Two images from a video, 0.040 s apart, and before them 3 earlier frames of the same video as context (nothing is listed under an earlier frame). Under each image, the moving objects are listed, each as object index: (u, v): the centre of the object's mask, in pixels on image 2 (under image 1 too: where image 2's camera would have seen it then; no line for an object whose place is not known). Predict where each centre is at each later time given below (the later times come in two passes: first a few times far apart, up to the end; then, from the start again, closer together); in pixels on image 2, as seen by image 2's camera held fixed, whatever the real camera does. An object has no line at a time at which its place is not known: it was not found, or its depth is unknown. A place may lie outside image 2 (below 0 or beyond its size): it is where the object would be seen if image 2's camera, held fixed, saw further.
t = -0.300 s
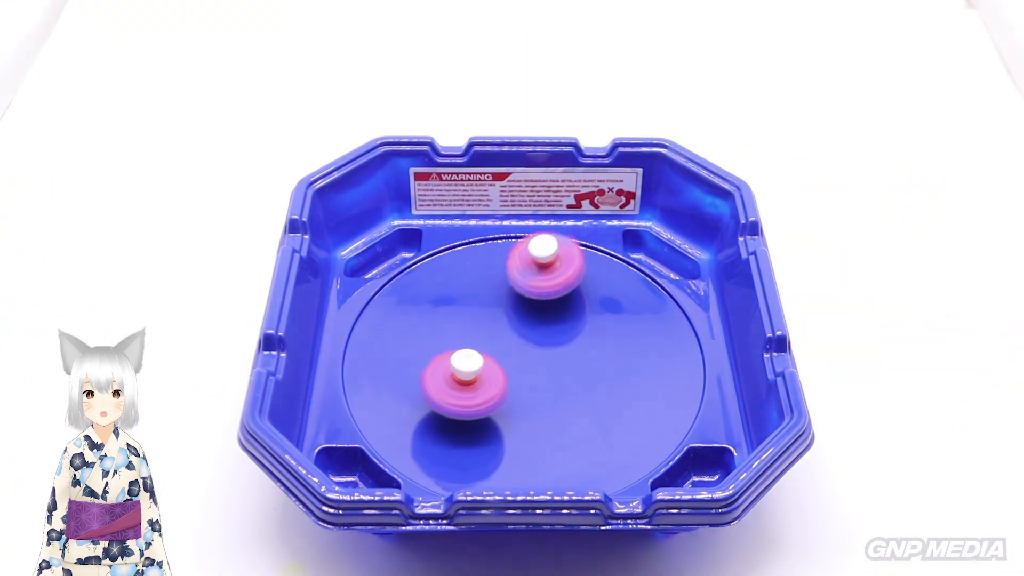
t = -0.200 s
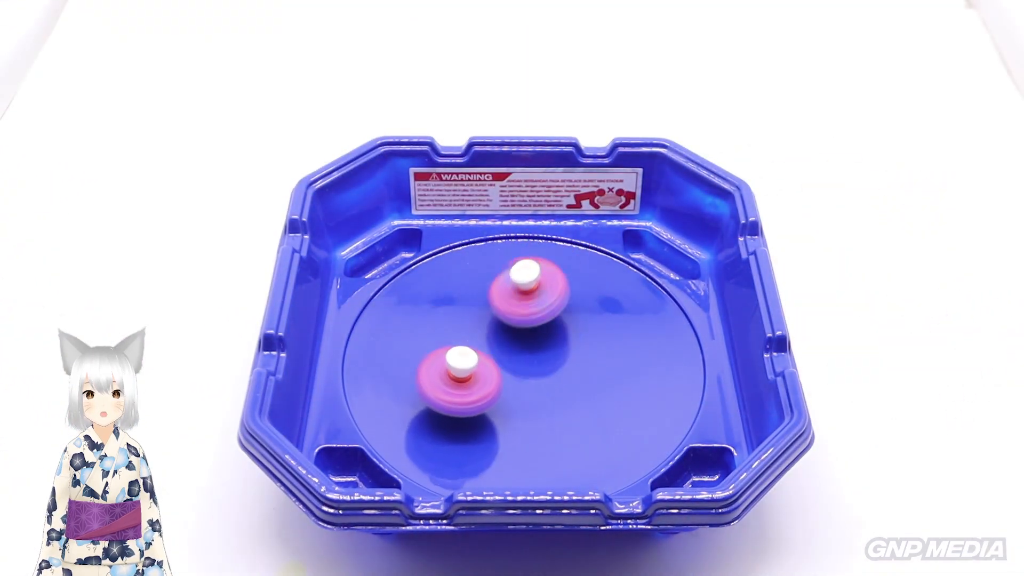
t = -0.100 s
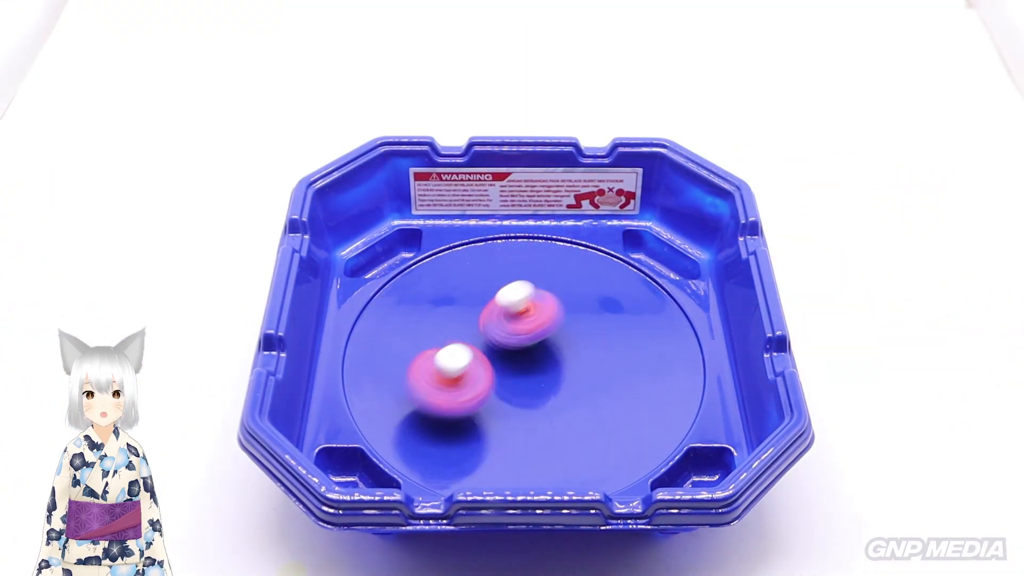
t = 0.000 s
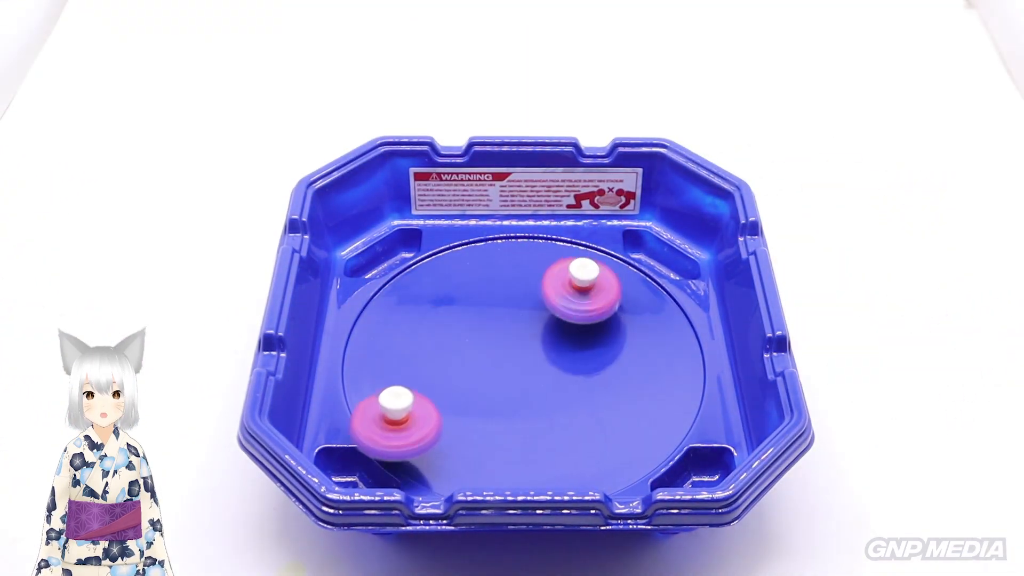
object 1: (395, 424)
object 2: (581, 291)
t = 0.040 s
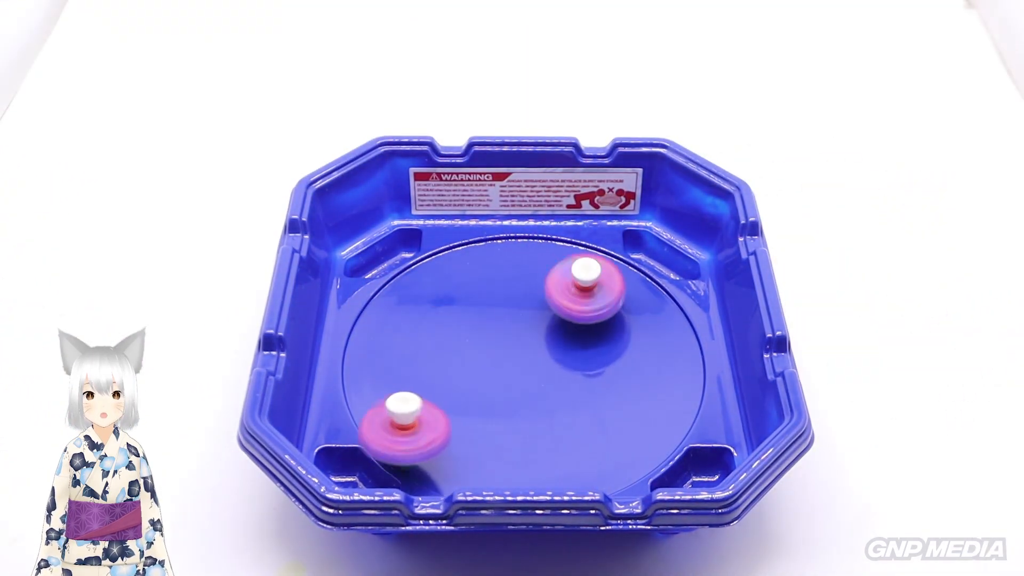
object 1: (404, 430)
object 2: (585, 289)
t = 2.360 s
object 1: (560, 306)
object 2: (494, 412)
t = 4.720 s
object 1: (533, 328)
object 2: (618, 367)
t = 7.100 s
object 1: (518, 339)
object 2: (597, 370)
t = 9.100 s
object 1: (511, 334)
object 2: (601, 356)
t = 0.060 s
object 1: (414, 431)
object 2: (584, 288)
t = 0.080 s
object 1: (423, 430)
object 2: (583, 286)
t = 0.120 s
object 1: (439, 429)
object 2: (579, 285)
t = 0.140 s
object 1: (446, 427)
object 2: (577, 285)
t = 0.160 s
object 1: (452, 426)
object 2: (574, 285)
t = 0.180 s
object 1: (458, 423)
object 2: (570, 287)
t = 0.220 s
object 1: (469, 416)
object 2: (563, 291)
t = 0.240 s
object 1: (475, 411)
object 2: (558, 294)
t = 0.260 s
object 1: (481, 405)
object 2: (555, 297)
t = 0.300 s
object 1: (493, 393)
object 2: (544, 304)
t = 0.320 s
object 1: (499, 386)
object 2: (540, 308)
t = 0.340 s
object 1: (504, 379)
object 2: (534, 311)
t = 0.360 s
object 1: (502, 382)
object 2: (533, 308)
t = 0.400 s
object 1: (467, 420)
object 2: (559, 260)
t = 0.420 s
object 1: (454, 435)
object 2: (569, 240)
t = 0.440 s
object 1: (443, 447)
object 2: (575, 224)
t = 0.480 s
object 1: (436, 456)
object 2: (580, 221)
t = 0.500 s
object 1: (444, 452)
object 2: (581, 232)
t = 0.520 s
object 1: (453, 453)
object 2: (582, 239)
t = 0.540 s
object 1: (463, 447)
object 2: (581, 246)
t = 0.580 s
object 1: (482, 440)
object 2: (578, 262)
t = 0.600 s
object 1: (490, 437)
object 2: (576, 268)
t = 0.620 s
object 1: (496, 433)
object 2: (574, 274)
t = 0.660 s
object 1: (504, 427)
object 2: (571, 285)
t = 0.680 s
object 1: (507, 423)
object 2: (569, 291)
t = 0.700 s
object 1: (510, 418)
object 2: (568, 296)
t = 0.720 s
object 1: (512, 413)
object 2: (564, 303)
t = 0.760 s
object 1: (517, 402)
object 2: (557, 315)
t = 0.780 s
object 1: (519, 396)
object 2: (553, 321)
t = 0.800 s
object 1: (521, 390)
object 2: (546, 326)
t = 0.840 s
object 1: (512, 398)
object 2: (545, 316)
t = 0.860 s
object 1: (506, 400)
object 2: (544, 313)
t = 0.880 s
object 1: (503, 400)
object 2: (541, 313)
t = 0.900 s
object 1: (502, 398)
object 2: (536, 313)
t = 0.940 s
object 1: (506, 393)
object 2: (522, 312)
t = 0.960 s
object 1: (508, 390)
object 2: (516, 310)
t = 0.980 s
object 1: (511, 387)
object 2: (511, 310)
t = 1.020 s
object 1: (516, 380)
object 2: (499, 309)
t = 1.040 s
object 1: (517, 375)
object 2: (494, 307)
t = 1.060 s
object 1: (521, 372)
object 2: (489, 307)
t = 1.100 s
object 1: (525, 363)
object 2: (479, 305)
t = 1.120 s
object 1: (528, 358)
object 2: (475, 305)
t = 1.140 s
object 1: (530, 354)
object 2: (471, 304)
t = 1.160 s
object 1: (532, 350)
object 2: (468, 304)
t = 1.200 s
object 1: (538, 342)
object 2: (462, 303)
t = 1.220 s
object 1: (540, 338)
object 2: (458, 304)
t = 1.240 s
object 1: (543, 334)
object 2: (456, 304)
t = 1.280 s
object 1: (548, 327)
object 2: (453, 305)
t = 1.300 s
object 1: (549, 324)
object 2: (452, 307)
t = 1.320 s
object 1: (551, 320)
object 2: (452, 309)
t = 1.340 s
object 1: (551, 318)
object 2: (452, 310)
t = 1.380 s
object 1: (554, 312)
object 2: (454, 316)
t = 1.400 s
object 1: (555, 311)
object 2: (456, 319)
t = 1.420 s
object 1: (554, 309)
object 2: (457, 322)
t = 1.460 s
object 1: (554, 306)
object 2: (462, 329)
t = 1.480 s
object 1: (554, 305)
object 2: (465, 334)
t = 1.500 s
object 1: (553, 305)
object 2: (467, 337)
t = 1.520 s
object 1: (553, 305)
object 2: (471, 342)
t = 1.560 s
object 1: (549, 306)
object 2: (477, 351)
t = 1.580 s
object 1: (547, 308)
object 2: (479, 355)
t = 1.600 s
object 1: (546, 310)
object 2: (482, 360)
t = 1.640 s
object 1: (542, 313)
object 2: (488, 369)
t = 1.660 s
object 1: (539, 316)
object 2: (490, 374)
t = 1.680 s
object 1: (538, 318)
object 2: (493, 378)
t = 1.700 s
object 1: (535, 321)
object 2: (495, 382)
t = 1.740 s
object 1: (530, 328)
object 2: (499, 390)
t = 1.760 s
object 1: (529, 330)
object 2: (500, 396)
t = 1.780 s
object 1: (531, 328)
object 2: (493, 406)
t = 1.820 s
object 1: (535, 326)
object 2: (485, 418)
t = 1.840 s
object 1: (535, 324)
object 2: (484, 421)
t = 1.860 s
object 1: (536, 323)
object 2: (480, 425)
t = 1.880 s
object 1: (536, 323)
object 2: (477, 429)
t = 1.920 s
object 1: (537, 322)
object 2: (469, 434)
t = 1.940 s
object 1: (536, 322)
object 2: (466, 435)
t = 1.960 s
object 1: (537, 323)
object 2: (464, 435)
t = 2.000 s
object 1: (535, 324)
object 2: (460, 434)
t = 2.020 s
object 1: (535, 326)
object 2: (458, 432)
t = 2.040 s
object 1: (534, 327)
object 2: (459, 429)
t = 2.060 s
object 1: (534, 328)
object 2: (460, 428)
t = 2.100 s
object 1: (532, 331)
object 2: (461, 421)
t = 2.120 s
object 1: (532, 333)
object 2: (464, 417)
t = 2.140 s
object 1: (530, 335)
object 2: (469, 413)
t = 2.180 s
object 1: (528, 339)
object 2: (480, 405)
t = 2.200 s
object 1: (528, 340)
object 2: (486, 401)
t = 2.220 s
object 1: (535, 335)
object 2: (484, 405)
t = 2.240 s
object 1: (542, 327)
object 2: (481, 408)
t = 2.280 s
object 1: (554, 318)
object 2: (477, 412)
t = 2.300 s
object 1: (556, 315)
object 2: (477, 411)
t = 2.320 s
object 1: (557, 312)
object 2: (482, 411)
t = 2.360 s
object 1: (560, 306)
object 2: (494, 412)
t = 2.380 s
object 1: (561, 304)
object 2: (499, 414)
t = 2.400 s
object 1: (563, 303)
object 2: (503, 417)
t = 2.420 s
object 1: (563, 301)
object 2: (507, 417)
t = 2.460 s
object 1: (564, 299)
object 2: (517, 416)
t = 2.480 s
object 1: (563, 299)
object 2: (523, 417)
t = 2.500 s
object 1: (562, 299)
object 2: (528, 419)
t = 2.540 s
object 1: (560, 302)
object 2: (538, 417)
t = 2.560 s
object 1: (557, 303)
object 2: (541, 416)
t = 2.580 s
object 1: (556, 305)
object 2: (546, 415)
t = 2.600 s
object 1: (554, 307)
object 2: (552, 415)
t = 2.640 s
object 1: (549, 313)
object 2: (561, 411)
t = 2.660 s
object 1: (546, 315)
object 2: (562, 410)
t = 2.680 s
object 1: (542, 319)
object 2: (567, 407)
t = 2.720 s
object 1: (536, 325)
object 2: (575, 402)
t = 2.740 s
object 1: (531, 329)
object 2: (578, 400)
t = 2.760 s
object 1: (528, 333)
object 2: (581, 398)
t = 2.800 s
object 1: (519, 340)
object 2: (588, 392)
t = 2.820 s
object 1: (515, 343)
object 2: (590, 388)
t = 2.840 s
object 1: (511, 346)
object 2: (593, 385)
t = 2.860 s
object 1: (506, 350)
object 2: (596, 383)
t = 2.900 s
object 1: (498, 356)
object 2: (601, 375)
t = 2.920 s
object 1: (493, 359)
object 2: (601, 372)
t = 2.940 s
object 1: (489, 361)
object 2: (604, 368)
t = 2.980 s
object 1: (481, 366)
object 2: (608, 361)
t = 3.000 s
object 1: (477, 368)
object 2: (609, 358)
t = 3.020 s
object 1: (474, 370)
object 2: (608, 355)
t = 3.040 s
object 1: (471, 372)
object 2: (610, 351)
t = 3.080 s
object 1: (465, 375)
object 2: (610, 344)
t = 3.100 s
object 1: (464, 376)
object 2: (610, 341)
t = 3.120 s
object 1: (462, 376)
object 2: (610, 339)
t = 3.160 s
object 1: (460, 377)
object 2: (609, 332)
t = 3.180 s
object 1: (461, 377)
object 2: (606, 329)
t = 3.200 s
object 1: (460, 378)
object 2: (605, 326)
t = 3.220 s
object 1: (462, 377)
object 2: (605, 324)
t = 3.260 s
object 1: (466, 376)
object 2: (599, 318)
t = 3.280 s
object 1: (468, 375)
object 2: (596, 316)
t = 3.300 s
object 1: (472, 373)
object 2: (595, 313)
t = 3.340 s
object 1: (478, 371)
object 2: (587, 309)
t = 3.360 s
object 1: (482, 369)
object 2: (584, 307)
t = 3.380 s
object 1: (488, 368)
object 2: (581, 305)
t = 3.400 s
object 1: (492, 367)
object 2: (578, 303)
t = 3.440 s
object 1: (503, 362)
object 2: (569, 299)
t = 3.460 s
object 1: (509, 361)
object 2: (566, 297)
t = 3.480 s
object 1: (513, 360)
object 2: (563, 296)
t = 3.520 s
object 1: (525, 355)
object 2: (554, 292)
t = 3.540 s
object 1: (526, 361)
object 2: (552, 287)
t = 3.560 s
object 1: (520, 375)
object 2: (559, 269)
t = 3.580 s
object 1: (515, 388)
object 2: (565, 256)
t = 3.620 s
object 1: (509, 405)
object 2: (572, 239)
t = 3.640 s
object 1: (510, 410)
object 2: (575, 235)
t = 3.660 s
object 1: (511, 414)
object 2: (576, 236)
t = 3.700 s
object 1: (512, 423)
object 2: (577, 242)
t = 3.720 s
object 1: (512, 428)
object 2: (576, 247)
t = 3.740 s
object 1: (511, 431)
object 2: (575, 251)
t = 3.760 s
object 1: (511, 434)
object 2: (573, 257)
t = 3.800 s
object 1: (511, 438)
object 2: (570, 271)
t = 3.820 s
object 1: (511, 440)
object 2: (568, 277)
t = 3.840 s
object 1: (510, 439)
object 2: (566, 285)
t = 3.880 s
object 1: (508, 438)
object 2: (560, 302)
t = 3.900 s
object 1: (507, 436)
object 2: (558, 313)
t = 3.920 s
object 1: (508, 433)
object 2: (556, 323)
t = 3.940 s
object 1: (508, 430)
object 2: (553, 336)
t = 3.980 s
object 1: (511, 422)
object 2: (552, 358)
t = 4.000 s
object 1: (513, 419)
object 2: (553, 366)
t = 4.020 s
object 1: (509, 416)
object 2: (560, 372)
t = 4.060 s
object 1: (484, 419)
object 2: (589, 374)
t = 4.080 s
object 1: (476, 417)
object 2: (605, 373)
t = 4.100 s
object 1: (472, 414)
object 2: (619, 372)
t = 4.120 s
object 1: (469, 411)
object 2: (631, 369)
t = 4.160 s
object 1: (468, 404)
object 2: (646, 361)
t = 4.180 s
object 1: (468, 399)
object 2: (651, 355)
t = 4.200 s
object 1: (468, 396)
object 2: (653, 348)
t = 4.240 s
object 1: (473, 386)
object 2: (651, 335)
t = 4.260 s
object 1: (476, 381)
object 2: (647, 330)
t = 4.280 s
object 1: (481, 376)
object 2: (641, 328)
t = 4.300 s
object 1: (486, 371)
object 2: (634, 325)
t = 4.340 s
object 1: (498, 361)
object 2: (617, 324)
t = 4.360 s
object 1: (506, 357)
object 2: (608, 326)
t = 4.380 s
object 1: (513, 353)
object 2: (599, 329)
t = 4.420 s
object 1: (522, 345)
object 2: (591, 340)
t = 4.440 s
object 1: (518, 341)
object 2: (598, 347)
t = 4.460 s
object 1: (516, 337)
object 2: (603, 353)
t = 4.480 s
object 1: (515, 334)
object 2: (608, 357)
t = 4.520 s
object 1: (519, 329)
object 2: (617, 359)
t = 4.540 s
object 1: (522, 329)
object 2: (620, 358)
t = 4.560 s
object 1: (526, 329)
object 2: (621, 357)
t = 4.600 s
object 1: (532, 331)
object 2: (619, 358)
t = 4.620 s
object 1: (535, 332)
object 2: (617, 359)
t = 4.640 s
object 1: (536, 331)
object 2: (618, 361)
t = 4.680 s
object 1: (535, 327)
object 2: (620, 366)
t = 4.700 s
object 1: (535, 329)
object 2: (619, 366)
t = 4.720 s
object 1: (533, 328)
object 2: (618, 367)
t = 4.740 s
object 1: (531, 328)
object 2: (618, 367)
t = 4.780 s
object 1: (529, 328)
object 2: (617, 367)
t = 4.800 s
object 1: (528, 330)
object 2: (617, 367)
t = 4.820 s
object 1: (526, 329)
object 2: (616, 367)
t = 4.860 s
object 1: (525, 330)
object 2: (615, 368)
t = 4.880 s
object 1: (523, 331)
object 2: (613, 368)
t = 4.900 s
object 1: (521, 331)
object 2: (611, 369)
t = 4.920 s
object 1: (519, 332)
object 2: (608, 370)
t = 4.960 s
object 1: (515, 334)
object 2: (599, 371)
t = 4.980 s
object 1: (513, 336)
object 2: (593, 371)
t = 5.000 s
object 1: (512, 336)
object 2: (587, 370)
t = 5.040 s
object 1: (500, 332)
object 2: (587, 370)
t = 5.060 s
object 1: (497, 332)
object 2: (587, 370)
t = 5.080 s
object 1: (493, 332)
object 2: (587, 370)
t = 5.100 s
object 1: (489, 332)
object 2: (588, 370)
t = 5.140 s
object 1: (482, 329)
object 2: (589, 372)
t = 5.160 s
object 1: (480, 328)
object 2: (589, 372)
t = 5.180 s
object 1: (477, 327)
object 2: (588, 371)
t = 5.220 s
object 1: (473, 325)
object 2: (588, 371)
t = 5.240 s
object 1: (473, 324)
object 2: (588, 371)
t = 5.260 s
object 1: (473, 323)
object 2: (588, 371)
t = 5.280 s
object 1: (473, 322)
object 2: (589, 372)
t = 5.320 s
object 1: (474, 321)
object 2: (588, 371)
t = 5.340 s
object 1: (475, 321)
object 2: (588, 371)
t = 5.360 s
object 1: (477, 322)
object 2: (588, 372)
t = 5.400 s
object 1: (482, 324)
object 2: (588, 371)
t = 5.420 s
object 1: (484, 325)
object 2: (588, 371)
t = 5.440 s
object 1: (486, 327)
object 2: (588, 372)
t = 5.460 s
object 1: (488, 330)
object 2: (588, 372)
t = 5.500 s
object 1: (494, 336)
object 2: (588, 372)
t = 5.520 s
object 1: (496, 338)
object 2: (588, 372)
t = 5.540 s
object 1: (498, 341)
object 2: (588, 372)
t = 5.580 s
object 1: (500, 347)
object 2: (588, 372)
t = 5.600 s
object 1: (502, 351)
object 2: (588, 372)
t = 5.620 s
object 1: (503, 355)
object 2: (588, 372)
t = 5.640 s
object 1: (504, 358)
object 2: (588, 372)
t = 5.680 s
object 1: (504, 364)
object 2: (588, 372)
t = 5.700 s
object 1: (503, 368)
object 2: (588, 372)
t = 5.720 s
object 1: (502, 370)
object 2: (589, 372)
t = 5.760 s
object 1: (502, 375)
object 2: (588, 372)
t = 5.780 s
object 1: (500, 378)
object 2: (588, 372)
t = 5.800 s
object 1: (497, 380)
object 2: (589, 372)
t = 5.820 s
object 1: (496, 381)
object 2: (588, 372)
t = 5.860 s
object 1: (495, 383)
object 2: (588, 372)
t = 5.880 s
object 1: (494, 384)
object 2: (588, 372)
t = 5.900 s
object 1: (491, 385)
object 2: (588, 372)
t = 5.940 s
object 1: (489, 383)
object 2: (588, 372)
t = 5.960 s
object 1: (491, 383)
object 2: (588, 372)
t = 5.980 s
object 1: (491, 383)
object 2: (588, 372)
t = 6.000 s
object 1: (491, 381)
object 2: (589, 372)
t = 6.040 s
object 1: (492, 379)
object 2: (588, 372)
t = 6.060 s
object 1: (495, 377)
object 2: (588, 372)
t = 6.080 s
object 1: (499, 377)
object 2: (588, 372)
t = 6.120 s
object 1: (503, 372)
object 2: (588, 372)
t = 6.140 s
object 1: (505, 371)
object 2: (588, 372)
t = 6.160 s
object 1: (510, 370)
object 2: (589, 372)
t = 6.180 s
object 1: (514, 369)
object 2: (591, 371)
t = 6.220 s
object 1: (517, 364)
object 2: (592, 371)
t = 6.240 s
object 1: (517, 363)
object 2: (594, 370)
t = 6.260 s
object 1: (517, 361)
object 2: (596, 370)
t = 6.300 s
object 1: (518, 357)
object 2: (595, 369)
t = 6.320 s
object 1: (519, 357)
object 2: (595, 369)
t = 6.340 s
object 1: (520, 357)
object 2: (595, 369)
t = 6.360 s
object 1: (521, 355)
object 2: (595, 369)
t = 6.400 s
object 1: (522, 352)
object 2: (596, 370)
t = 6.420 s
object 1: (523, 351)
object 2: (596, 369)
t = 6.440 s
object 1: (524, 350)
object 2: (596, 368)
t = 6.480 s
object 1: (523, 346)
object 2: (596, 368)
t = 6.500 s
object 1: (524, 347)
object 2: (596, 368)
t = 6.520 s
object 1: (525, 345)
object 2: (596, 369)
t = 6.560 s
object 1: (525, 344)
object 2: (597, 371)
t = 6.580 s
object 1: (527, 343)
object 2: (597, 371)
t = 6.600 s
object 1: (529, 342)
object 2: (596, 370)
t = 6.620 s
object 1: (528, 341)
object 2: (596, 369)
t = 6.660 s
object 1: (528, 338)
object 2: (597, 369)
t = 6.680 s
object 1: (528, 337)
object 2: (597, 369)
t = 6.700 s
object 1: (528, 337)
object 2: (598, 371)
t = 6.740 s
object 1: (527, 337)
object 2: (597, 370)
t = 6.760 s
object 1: (526, 335)
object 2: (597, 369)
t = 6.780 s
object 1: (525, 334)
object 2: (597, 369)
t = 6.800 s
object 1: (526, 335)
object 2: (597, 370)
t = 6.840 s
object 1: (524, 335)
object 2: (597, 370)
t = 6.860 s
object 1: (524, 334)
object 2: (597, 369)
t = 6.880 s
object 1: (525, 334)
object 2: (597, 370)
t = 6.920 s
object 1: (523, 335)
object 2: (597, 370)
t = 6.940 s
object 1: (523, 336)
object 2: (597, 370)
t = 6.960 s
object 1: (522, 335)
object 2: (597, 370)
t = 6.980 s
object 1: (521, 335)
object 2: (597, 370)
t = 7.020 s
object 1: (520, 337)
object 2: (597, 370)
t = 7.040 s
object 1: (519, 338)
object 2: (597, 370)
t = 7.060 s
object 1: (518, 339)
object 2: (597, 370)
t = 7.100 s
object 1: (518, 339)
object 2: (597, 370)
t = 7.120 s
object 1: (515, 341)
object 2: (597, 370)
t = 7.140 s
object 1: (514, 342)
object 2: (597, 370)
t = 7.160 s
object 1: (513, 343)
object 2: (597, 370)
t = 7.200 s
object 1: (510, 342)
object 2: (597, 370)
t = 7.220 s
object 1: (511, 344)
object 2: (597, 370)
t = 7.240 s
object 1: (509, 345)
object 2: (597, 370)
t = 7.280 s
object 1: (506, 346)
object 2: (597, 370)
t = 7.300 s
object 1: (505, 345)
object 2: (596, 370)
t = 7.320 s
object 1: (504, 345)
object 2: (596, 369)
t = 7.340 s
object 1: (504, 346)
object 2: (596, 369)
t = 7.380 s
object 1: (502, 347)
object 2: (596, 369)
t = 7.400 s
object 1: (501, 347)
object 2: (596, 369)
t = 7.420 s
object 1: (502, 346)
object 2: (596, 369)
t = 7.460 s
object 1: (501, 348)
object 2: (596, 369)
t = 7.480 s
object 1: (502, 348)
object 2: (596, 369)
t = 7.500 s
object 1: (502, 348)
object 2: (596, 369)
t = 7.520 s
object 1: (501, 348)
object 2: (596, 369)
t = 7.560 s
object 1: (505, 349)
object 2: (596, 369)
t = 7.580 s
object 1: (504, 349)
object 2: (596, 369)
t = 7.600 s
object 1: (505, 350)
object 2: (596, 369)
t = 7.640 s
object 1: (507, 350)
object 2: (596, 369)
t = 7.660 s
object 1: (509, 352)
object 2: (596, 369)
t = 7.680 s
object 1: (511, 353)
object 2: (596, 369)
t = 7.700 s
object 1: (511, 353)
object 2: (596, 369)
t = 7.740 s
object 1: (514, 355)
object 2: (596, 369)
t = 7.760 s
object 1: (516, 355)
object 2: (596, 369)
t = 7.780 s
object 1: (516, 356)
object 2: (596, 369)
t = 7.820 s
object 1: (518, 358)
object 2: (596, 369)
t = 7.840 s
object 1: (518, 359)
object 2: (596, 369)
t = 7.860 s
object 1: (519, 360)
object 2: (596, 369)
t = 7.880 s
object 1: (521, 360)
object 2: (596, 369)
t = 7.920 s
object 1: (520, 363)
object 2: (597, 369)
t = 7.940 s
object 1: (521, 362)
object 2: (599, 371)
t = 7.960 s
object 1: (520, 361)
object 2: (600, 371)
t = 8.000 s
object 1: (521, 362)
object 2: (597, 369)
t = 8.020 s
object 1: (521, 361)
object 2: (597, 367)
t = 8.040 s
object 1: (519, 362)
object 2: (596, 366)
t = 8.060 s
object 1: (520, 360)
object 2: (596, 364)
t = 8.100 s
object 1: (520, 359)
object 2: (595, 362)
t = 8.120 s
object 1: (522, 358)
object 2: (595, 361)
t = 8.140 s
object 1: (522, 357)
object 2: (595, 359)
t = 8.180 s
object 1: (521, 354)
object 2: (598, 354)
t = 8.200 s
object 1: (521, 353)
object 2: (598, 353)
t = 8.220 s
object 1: (521, 352)
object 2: (599, 353)
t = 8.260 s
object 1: (522, 349)
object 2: (597, 355)
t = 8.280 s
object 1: (523, 350)
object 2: (596, 356)
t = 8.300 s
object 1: (524, 348)
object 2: (596, 357)
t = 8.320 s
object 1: (523, 346)
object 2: (597, 358)
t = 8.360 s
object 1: (525, 343)
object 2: (597, 359)
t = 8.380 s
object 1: (525, 342)
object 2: (597, 359)
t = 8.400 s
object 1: (528, 342)
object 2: (597, 359)
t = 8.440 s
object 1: (527, 341)
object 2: (598, 357)
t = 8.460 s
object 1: (528, 339)
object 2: (601, 358)
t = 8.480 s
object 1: (527, 337)
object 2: (601, 359)
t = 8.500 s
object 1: (530, 336)
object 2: (601, 358)
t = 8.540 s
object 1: (530, 337)
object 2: (600, 356)
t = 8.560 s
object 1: (531, 337)
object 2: (600, 355)
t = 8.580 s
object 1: (529, 337)
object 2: (602, 354)
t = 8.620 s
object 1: (528, 334)
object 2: (602, 356)
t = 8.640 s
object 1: (528, 332)
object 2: (602, 357)
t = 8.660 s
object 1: (531, 332)
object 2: (602, 357)
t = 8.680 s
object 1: (529, 334)
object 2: (602, 357)
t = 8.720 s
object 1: (527, 335)
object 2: (602, 355)
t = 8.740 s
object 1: (526, 336)
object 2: (602, 356)
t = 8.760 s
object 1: (524, 334)
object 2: (602, 356)
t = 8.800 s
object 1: (524, 332)
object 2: (602, 356)
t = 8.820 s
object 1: (523, 333)
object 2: (601, 356)
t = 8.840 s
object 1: (524, 334)
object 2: (601, 356)
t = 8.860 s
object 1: (523, 335)
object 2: (601, 356)
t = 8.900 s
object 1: (519, 335)
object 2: (601, 356)
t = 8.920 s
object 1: (517, 335)
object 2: (602, 356)
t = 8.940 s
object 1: (517, 334)
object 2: (601, 356)
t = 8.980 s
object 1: (517, 333)
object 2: (601, 356)
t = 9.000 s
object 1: (517, 335)
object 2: (601, 356)
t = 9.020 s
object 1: (515, 336)
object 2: (601, 356)
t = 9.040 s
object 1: (514, 335)
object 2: (601, 356)
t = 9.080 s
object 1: (512, 335)
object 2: (601, 356)
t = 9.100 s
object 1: (511, 334)
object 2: (601, 356)
